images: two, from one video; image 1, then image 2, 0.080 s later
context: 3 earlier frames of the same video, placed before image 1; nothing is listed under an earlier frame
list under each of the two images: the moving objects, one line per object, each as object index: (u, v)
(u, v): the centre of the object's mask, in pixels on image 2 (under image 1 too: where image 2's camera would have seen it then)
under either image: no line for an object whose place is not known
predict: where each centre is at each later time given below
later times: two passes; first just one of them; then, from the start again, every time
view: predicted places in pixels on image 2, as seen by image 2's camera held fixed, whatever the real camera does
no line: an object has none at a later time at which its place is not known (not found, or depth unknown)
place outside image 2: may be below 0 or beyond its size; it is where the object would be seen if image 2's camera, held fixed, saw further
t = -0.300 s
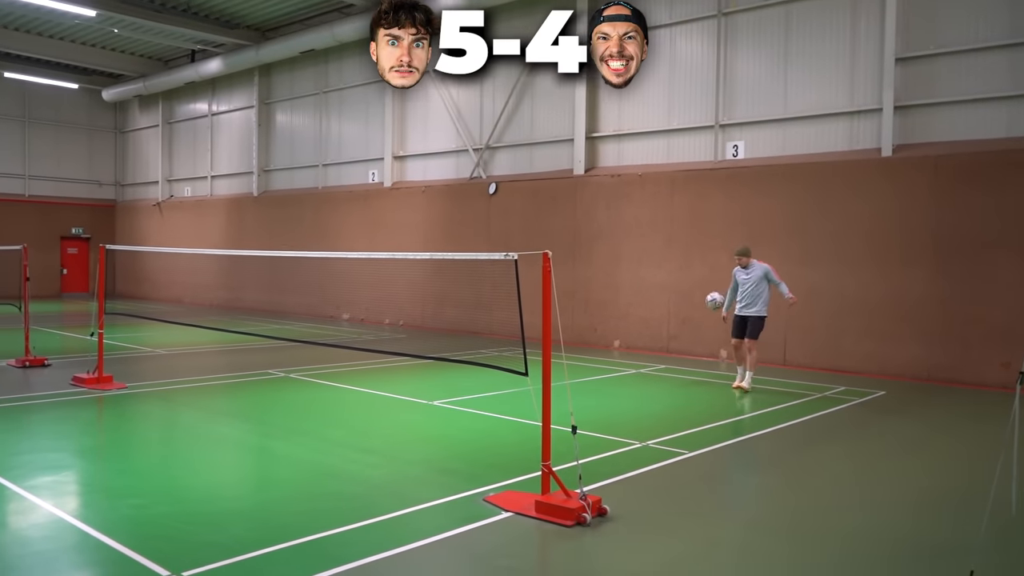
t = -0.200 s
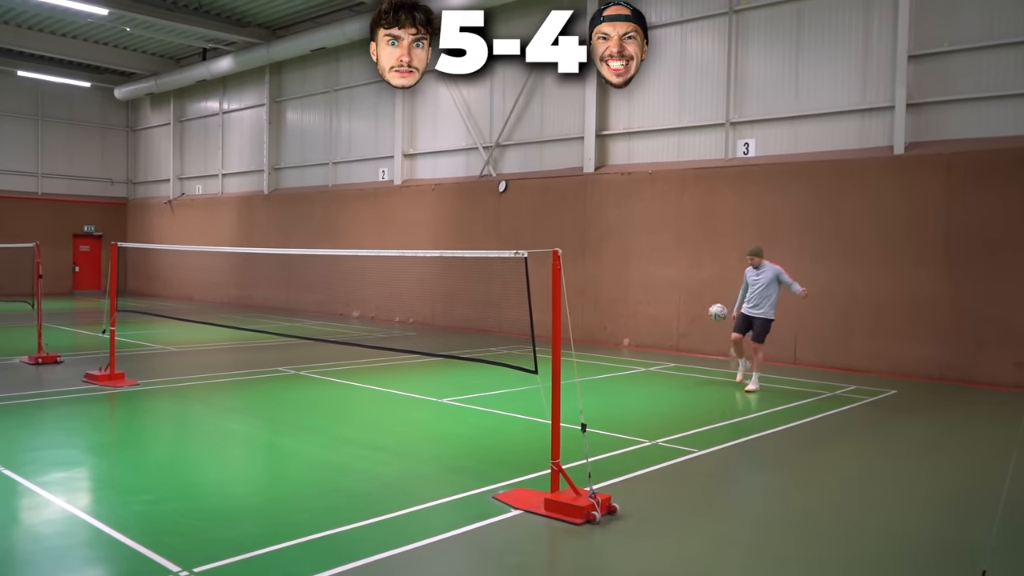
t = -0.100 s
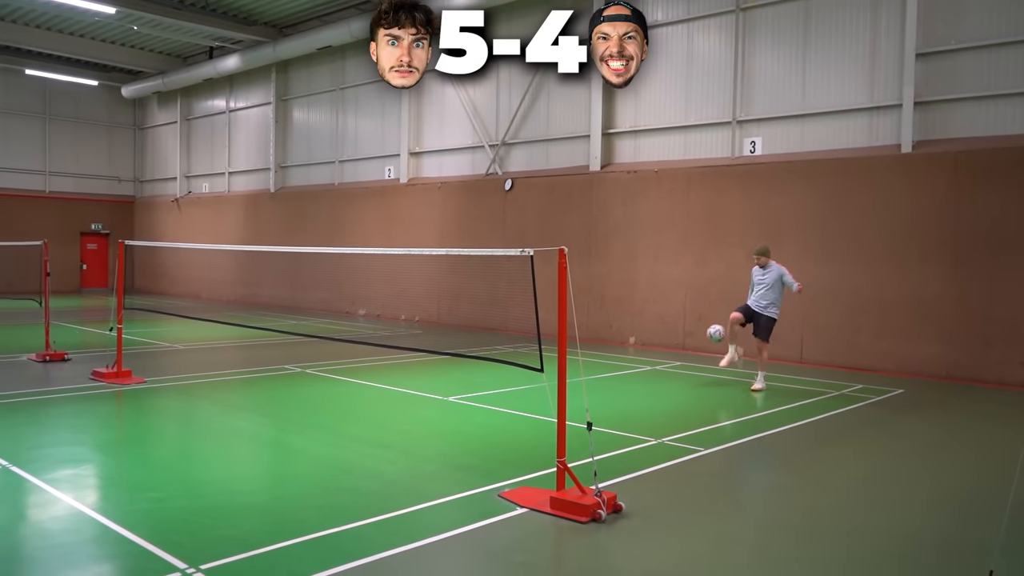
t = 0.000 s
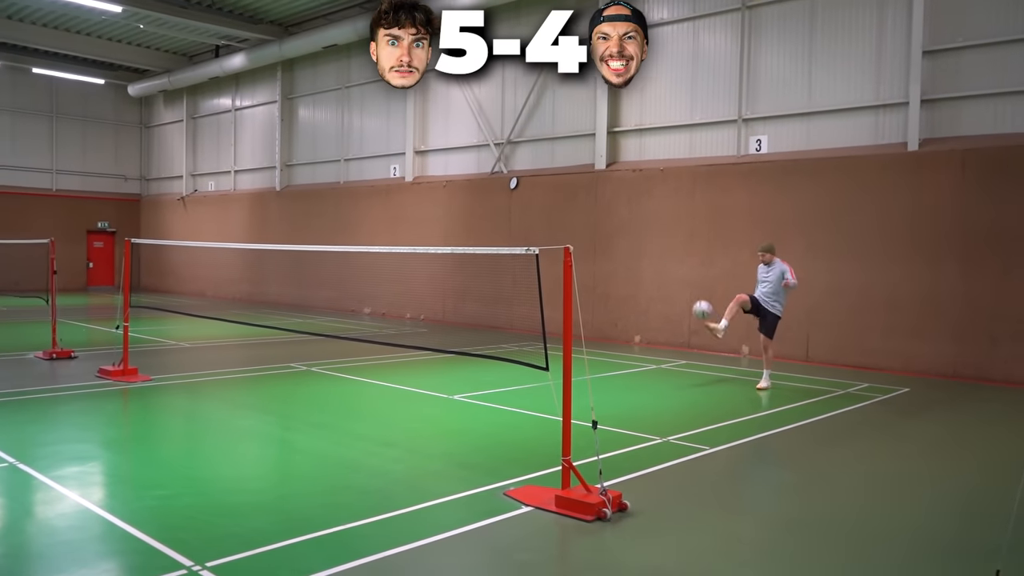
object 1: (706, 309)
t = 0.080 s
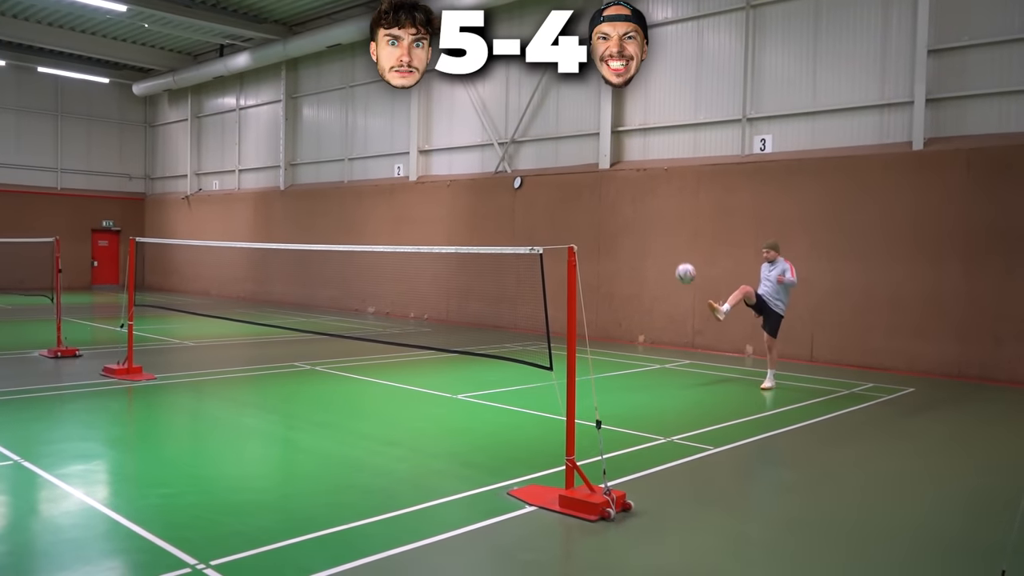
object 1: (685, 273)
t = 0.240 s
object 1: (640, 212)
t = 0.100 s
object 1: (680, 264)
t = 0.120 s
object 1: (675, 256)
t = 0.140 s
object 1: (669, 248)
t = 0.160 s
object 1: (663, 240)
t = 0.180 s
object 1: (658, 232)
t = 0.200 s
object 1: (652, 226)
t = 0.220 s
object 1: (646, 218)
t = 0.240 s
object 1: (640, 212)
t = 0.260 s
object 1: (634, 206)
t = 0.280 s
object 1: (628, 200)
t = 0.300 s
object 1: (622, 194)
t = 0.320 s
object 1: (615, 189)
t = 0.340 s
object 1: (609, 183)
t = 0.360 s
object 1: (602, 178)
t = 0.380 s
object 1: (595, 173)
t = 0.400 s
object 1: (588, 169)
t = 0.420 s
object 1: (582, 165)
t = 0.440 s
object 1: (575, 162)
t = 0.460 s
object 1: (568, 159)
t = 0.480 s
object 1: (561, 156)
